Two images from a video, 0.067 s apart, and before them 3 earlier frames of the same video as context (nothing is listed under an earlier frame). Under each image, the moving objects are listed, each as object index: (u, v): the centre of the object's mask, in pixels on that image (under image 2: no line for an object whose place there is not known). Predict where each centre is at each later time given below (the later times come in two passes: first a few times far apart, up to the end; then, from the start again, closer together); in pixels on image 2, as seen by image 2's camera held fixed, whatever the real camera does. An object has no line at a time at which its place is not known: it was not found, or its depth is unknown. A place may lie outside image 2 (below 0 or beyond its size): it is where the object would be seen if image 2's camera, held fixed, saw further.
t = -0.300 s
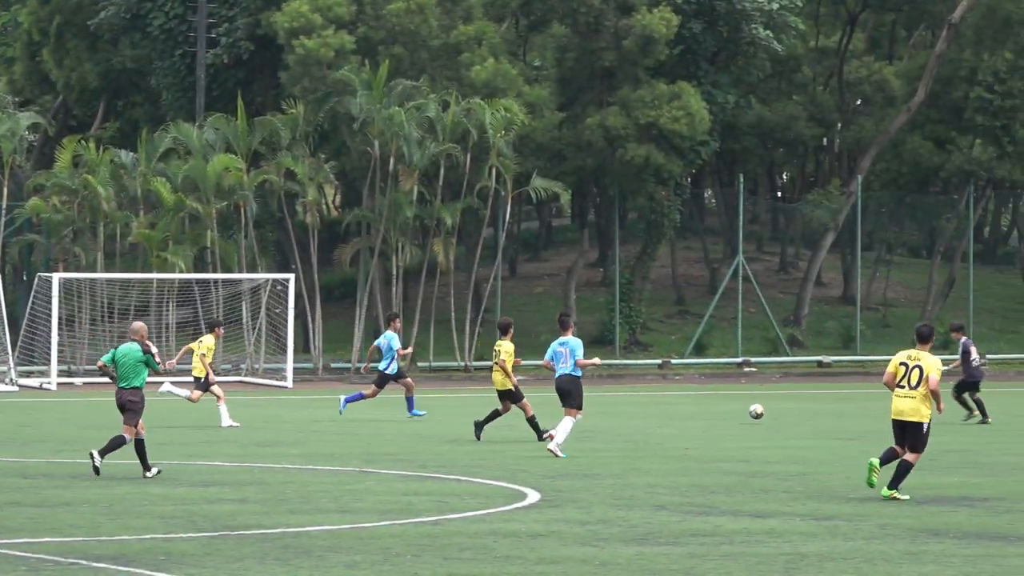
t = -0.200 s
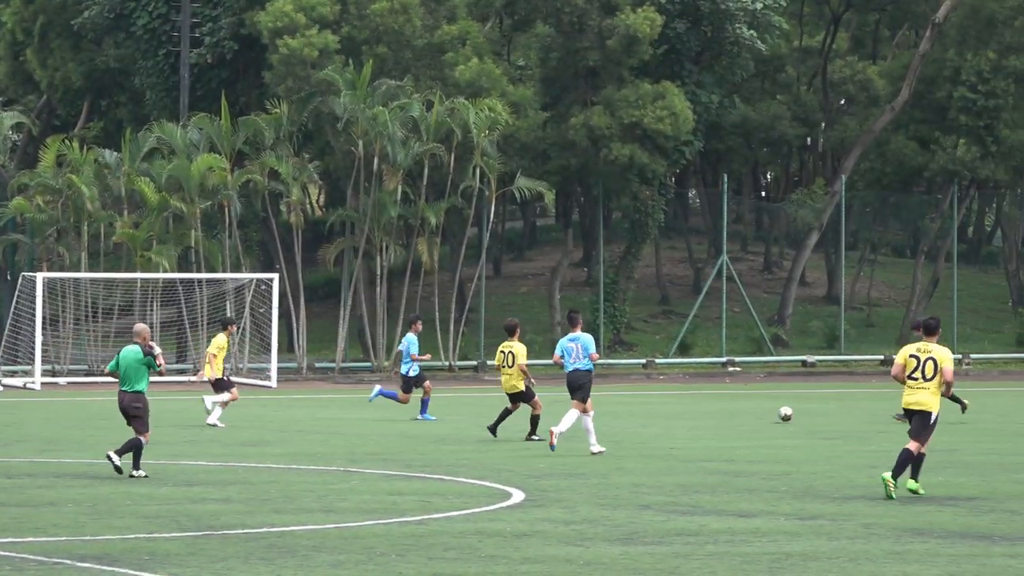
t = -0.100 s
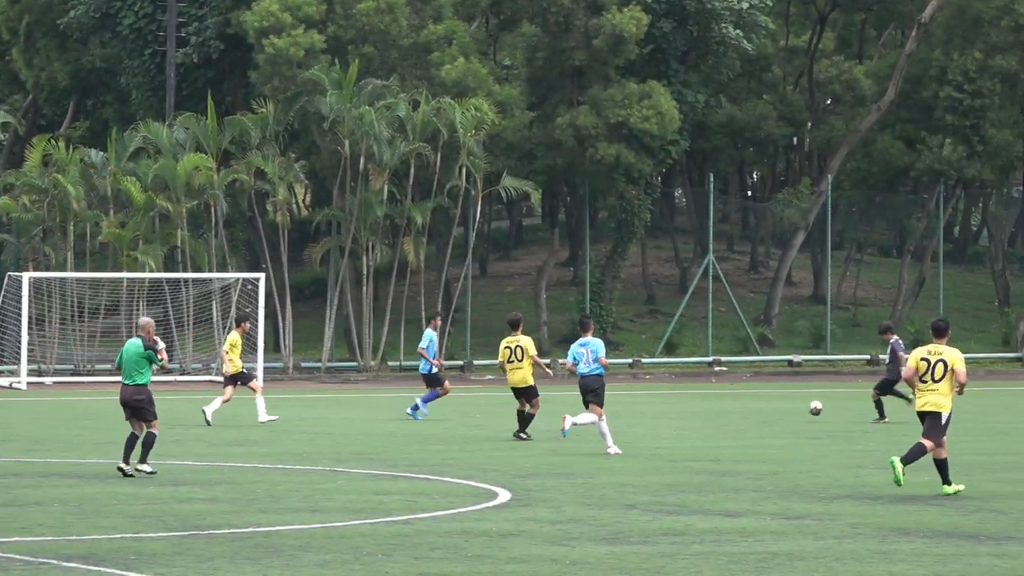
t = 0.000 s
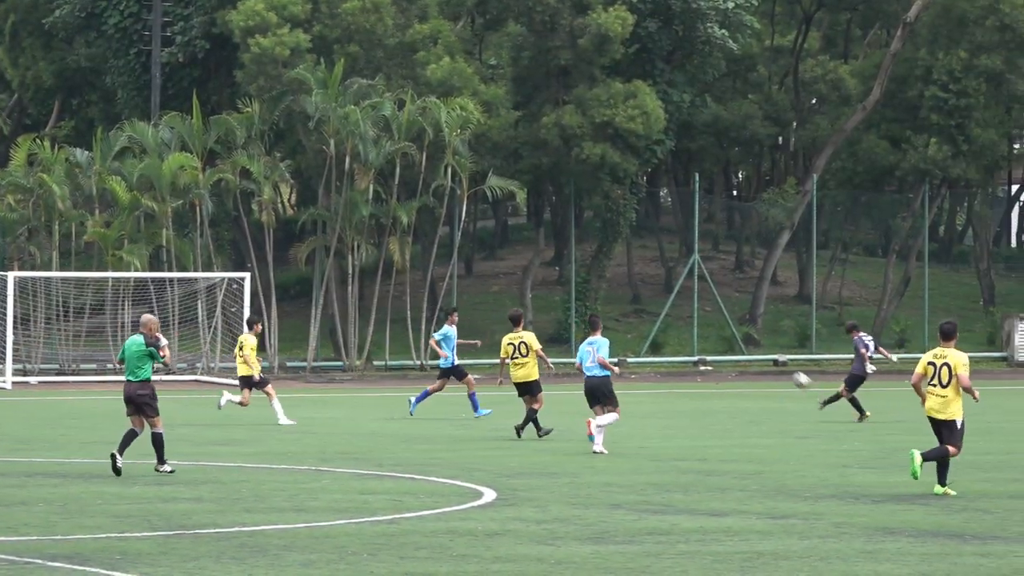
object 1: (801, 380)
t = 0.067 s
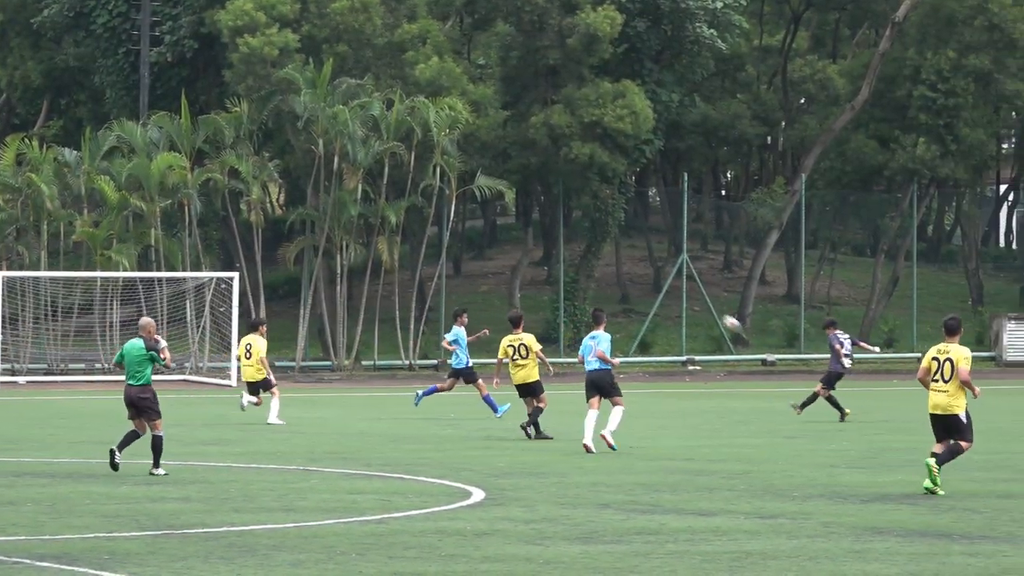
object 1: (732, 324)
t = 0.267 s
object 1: (563, 168)
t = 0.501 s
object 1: (383, 10)
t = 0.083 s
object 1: (716, 310)
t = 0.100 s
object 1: (701, 295)
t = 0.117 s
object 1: (686, 282)
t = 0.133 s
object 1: (672, 268)
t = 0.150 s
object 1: (659, 257)
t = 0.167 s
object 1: (644, 242)
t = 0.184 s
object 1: (631, 229)
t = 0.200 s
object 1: (617, 218)
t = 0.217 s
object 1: (603, 205)
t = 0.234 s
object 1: (589, 192)
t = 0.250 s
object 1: (576, 180)
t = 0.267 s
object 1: (563, 168)
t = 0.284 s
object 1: (550, 156)
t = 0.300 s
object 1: (536, 144)
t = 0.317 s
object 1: (523, 132)
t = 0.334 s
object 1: (510, 119)
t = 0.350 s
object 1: (497, 108)
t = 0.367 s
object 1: (484, 96)
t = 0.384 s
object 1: (470, 86)
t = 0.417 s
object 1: (446, 63)
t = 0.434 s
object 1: (433, 52)
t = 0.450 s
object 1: (420, 42)
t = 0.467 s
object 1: (408, 31)
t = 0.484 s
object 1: (395, 20)
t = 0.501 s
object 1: (383, 10)
